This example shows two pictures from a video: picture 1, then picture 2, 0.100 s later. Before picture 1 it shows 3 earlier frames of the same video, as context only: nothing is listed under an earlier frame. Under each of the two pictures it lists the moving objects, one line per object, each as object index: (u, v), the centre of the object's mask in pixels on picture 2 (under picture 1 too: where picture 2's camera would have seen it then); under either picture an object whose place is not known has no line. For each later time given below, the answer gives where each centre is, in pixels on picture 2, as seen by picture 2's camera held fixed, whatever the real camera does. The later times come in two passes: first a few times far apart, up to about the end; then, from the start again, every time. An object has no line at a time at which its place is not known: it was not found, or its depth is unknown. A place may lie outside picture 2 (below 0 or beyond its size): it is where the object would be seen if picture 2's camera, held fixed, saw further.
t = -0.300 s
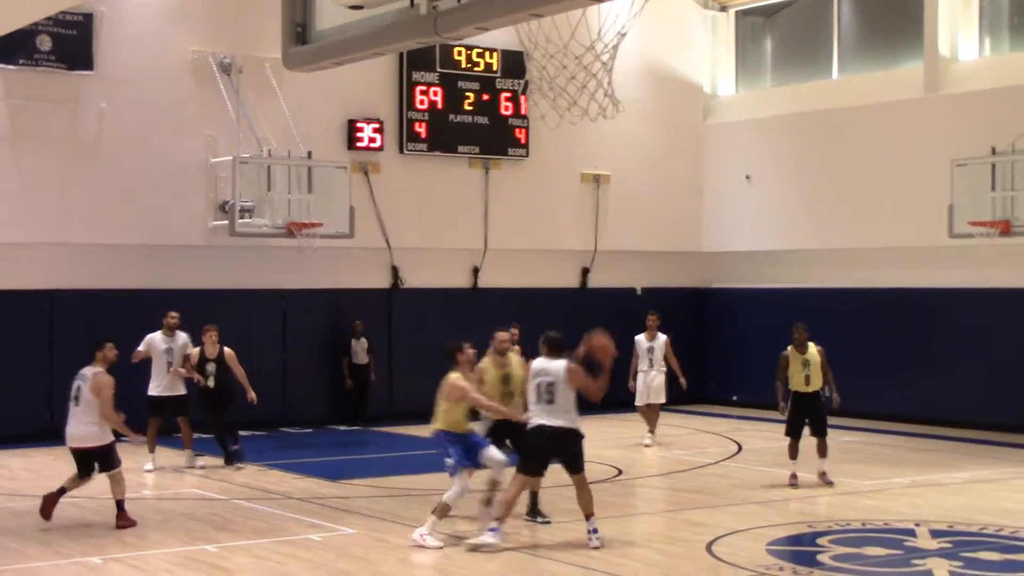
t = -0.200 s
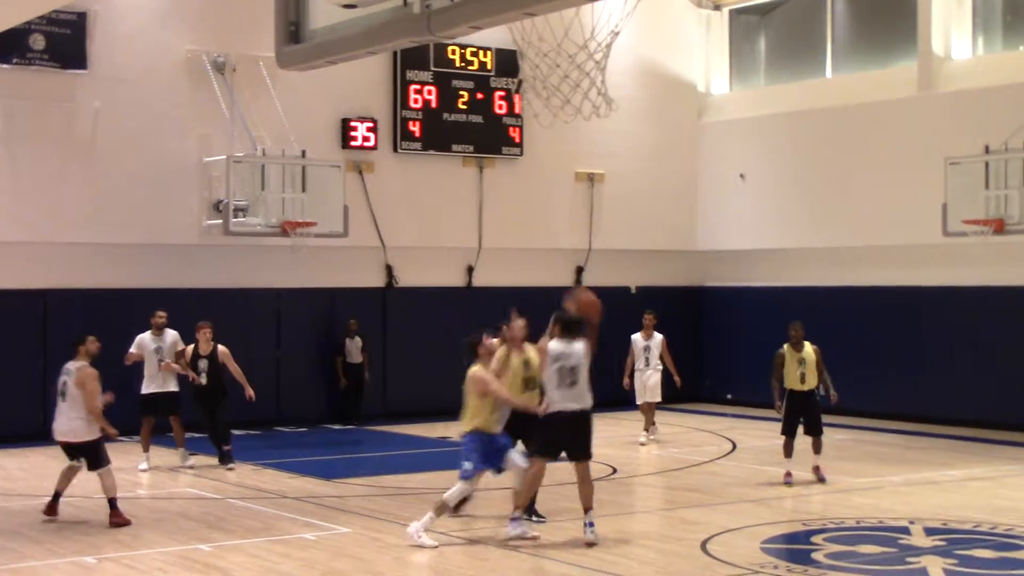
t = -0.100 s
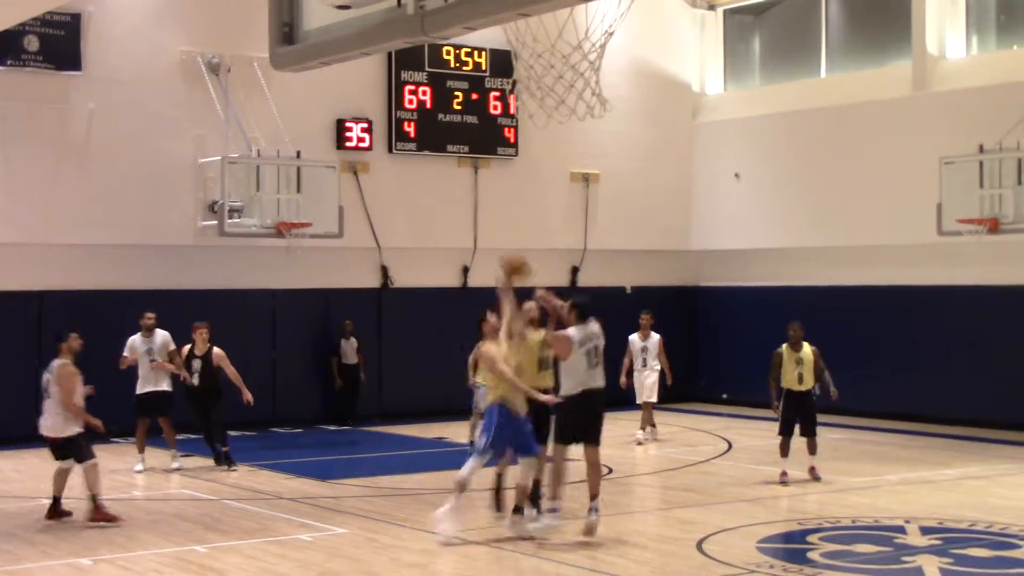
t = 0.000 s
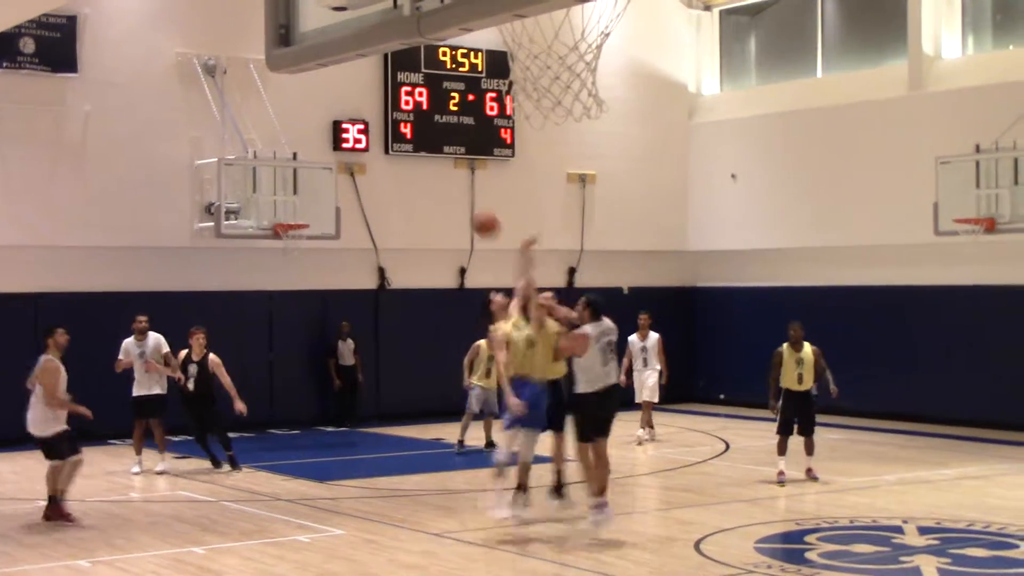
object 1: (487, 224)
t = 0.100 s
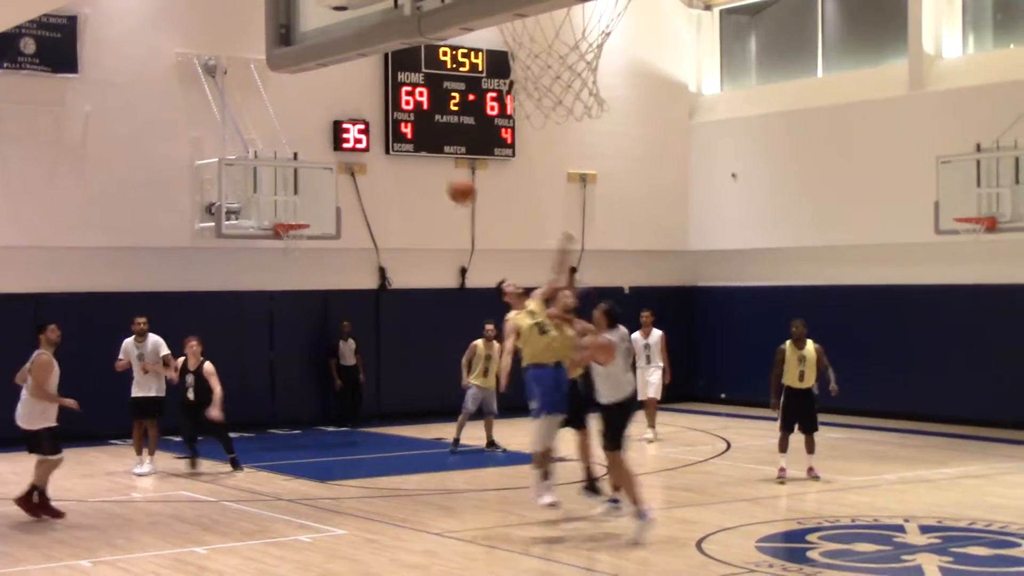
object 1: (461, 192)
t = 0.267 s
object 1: (421, 159)
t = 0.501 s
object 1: (363, 168)
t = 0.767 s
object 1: (295, 253)
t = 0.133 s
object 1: (455, 180)
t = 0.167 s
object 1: (449, 173)
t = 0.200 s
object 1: (442, 168)
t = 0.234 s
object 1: (430, 163)
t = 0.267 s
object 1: (421, 159)
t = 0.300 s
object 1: (412, 157)
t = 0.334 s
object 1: (404, 156)
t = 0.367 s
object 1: (396, 156)
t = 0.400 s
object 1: (388, 156)
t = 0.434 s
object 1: (380, 159)
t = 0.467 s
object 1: (371, 163)
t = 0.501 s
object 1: (363, 168)
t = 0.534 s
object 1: (355, 173)
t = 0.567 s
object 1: (347, 180)
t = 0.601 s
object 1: (337, 189)
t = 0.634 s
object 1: (329, 199)
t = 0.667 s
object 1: (320, 212)
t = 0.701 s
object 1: (312, 225)
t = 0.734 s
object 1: (303, 237)
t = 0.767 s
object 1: (295, 253)
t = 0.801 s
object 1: (286, 271)
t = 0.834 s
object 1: (278, 290)
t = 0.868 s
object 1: (269, 309)
